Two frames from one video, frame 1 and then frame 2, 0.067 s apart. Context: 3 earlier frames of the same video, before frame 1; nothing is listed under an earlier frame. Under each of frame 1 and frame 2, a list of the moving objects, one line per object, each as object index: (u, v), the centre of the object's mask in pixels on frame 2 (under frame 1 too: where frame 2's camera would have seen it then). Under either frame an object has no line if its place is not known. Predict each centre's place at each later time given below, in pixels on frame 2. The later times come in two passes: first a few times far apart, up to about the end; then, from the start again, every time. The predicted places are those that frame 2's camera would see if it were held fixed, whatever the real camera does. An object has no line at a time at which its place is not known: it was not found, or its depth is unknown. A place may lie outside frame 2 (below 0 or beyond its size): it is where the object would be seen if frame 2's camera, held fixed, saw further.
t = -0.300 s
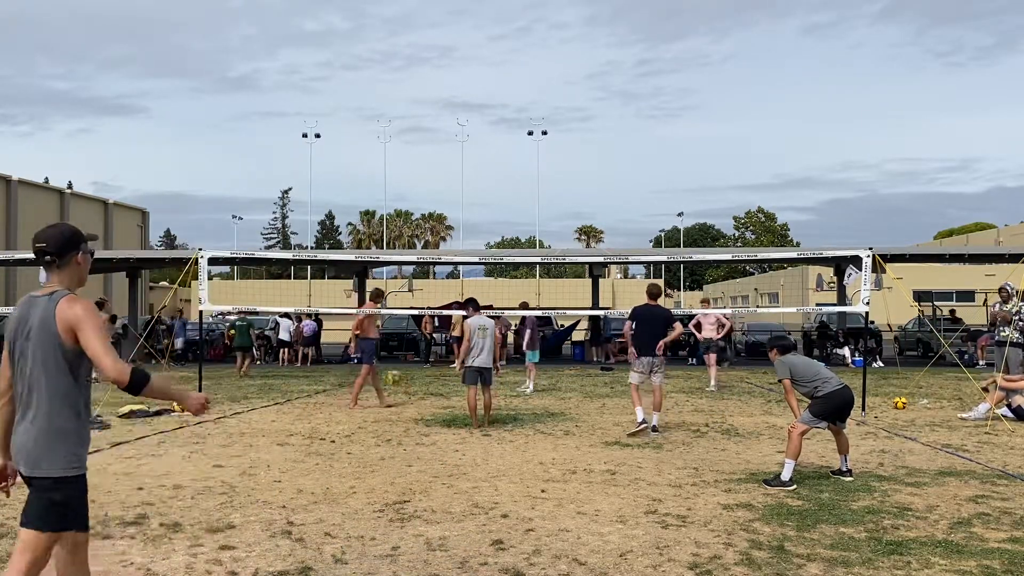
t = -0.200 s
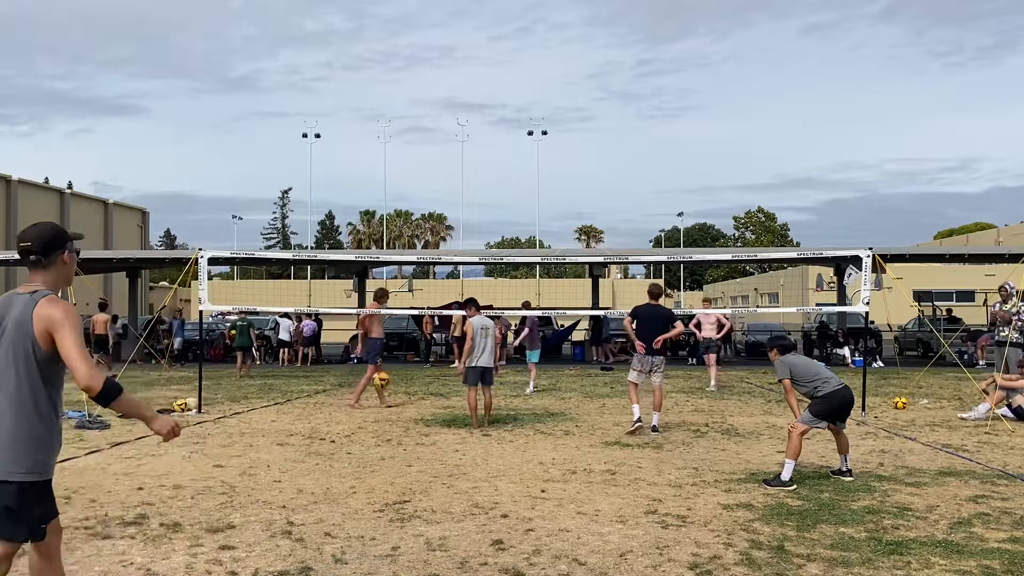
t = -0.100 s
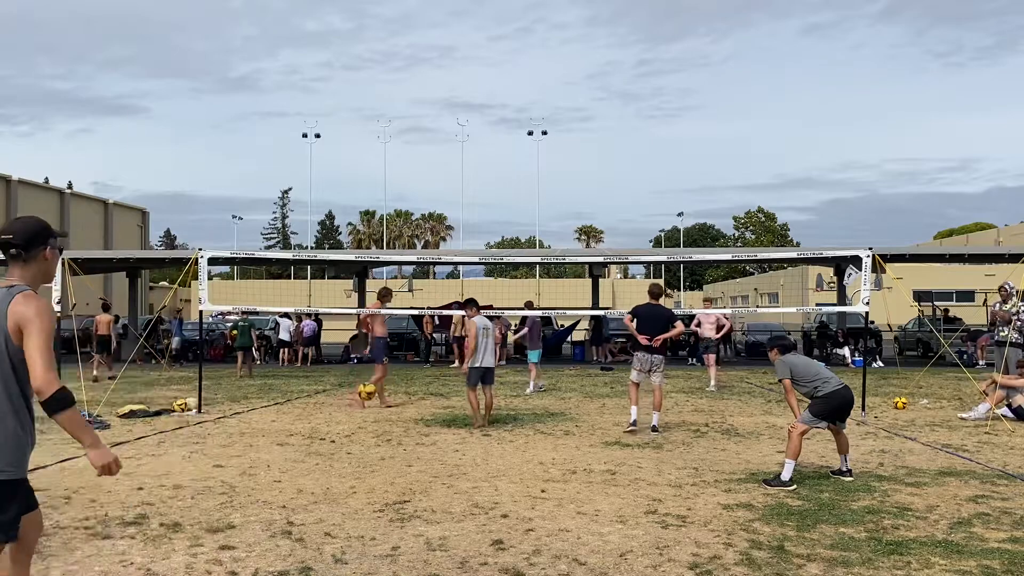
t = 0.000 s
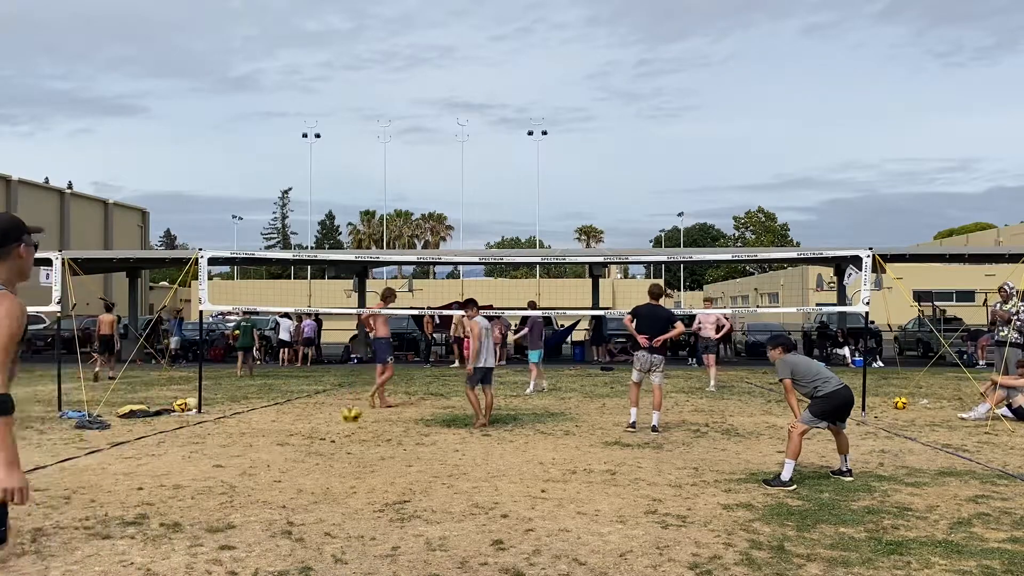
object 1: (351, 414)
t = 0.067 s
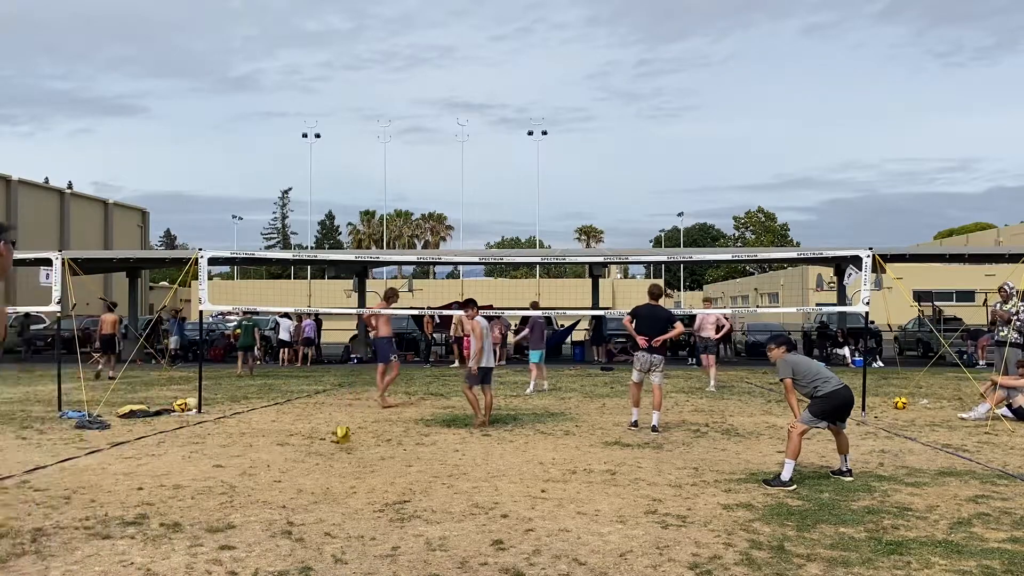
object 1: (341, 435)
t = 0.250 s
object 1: (308, 430)
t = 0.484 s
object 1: (256, 457)
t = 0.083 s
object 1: (339, 441)
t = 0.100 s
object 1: (335, 445)
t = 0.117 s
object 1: (333, 443)
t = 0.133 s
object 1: (330, 441)
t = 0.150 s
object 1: (326, 438)
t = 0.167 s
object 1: (325, 437)
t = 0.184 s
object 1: (321, 434)
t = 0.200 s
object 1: (317, 433)
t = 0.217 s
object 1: (315, 432)
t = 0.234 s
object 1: (313, 431)
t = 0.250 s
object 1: (308, 430)
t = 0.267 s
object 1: (305, 430)
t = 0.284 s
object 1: (301, 430)
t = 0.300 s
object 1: (298, 430)
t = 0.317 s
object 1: (295, 431)
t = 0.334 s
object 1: (291, 431)
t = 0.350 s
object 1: (288, 433)
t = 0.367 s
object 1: (285, 434)
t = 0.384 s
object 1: (280, 437)
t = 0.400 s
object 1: (277, 438)
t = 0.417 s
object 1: (272, 441)
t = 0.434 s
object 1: (268, 445)
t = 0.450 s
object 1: (264, 448)
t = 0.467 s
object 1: (260, 452)
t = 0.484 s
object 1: (256, 457)
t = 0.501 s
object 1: (252, 462)
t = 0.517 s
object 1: (248, 466)
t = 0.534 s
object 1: (243, 472)
